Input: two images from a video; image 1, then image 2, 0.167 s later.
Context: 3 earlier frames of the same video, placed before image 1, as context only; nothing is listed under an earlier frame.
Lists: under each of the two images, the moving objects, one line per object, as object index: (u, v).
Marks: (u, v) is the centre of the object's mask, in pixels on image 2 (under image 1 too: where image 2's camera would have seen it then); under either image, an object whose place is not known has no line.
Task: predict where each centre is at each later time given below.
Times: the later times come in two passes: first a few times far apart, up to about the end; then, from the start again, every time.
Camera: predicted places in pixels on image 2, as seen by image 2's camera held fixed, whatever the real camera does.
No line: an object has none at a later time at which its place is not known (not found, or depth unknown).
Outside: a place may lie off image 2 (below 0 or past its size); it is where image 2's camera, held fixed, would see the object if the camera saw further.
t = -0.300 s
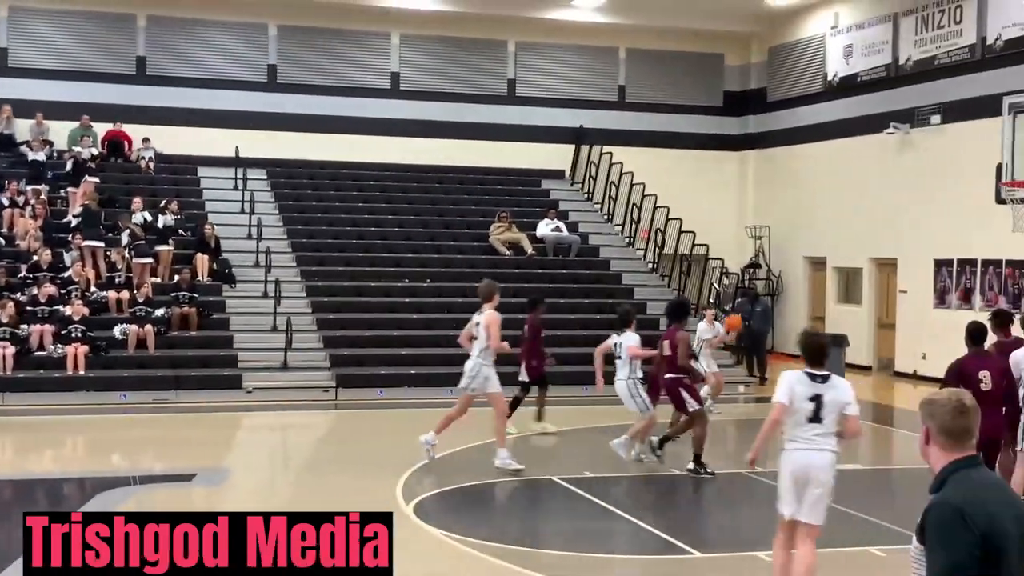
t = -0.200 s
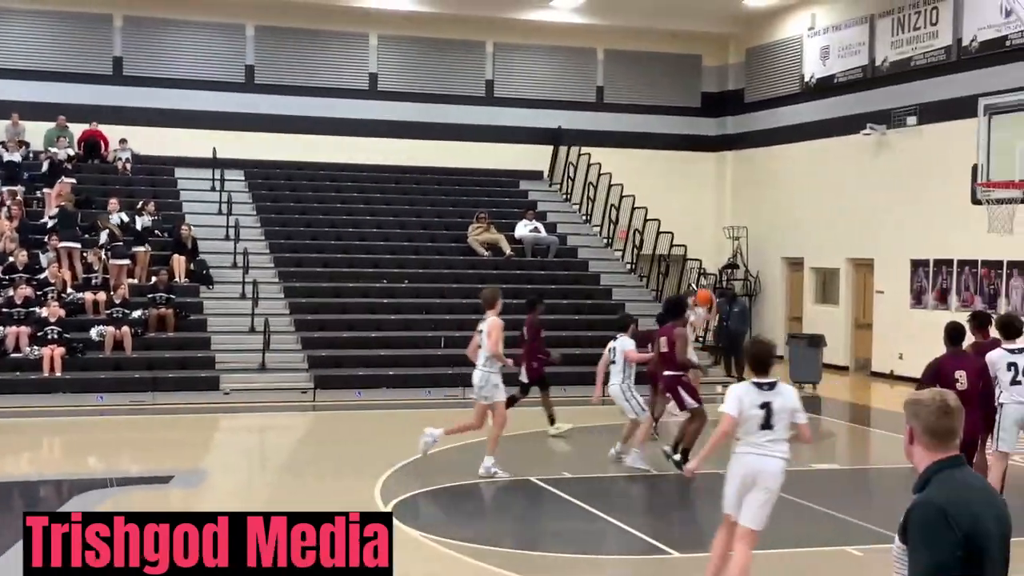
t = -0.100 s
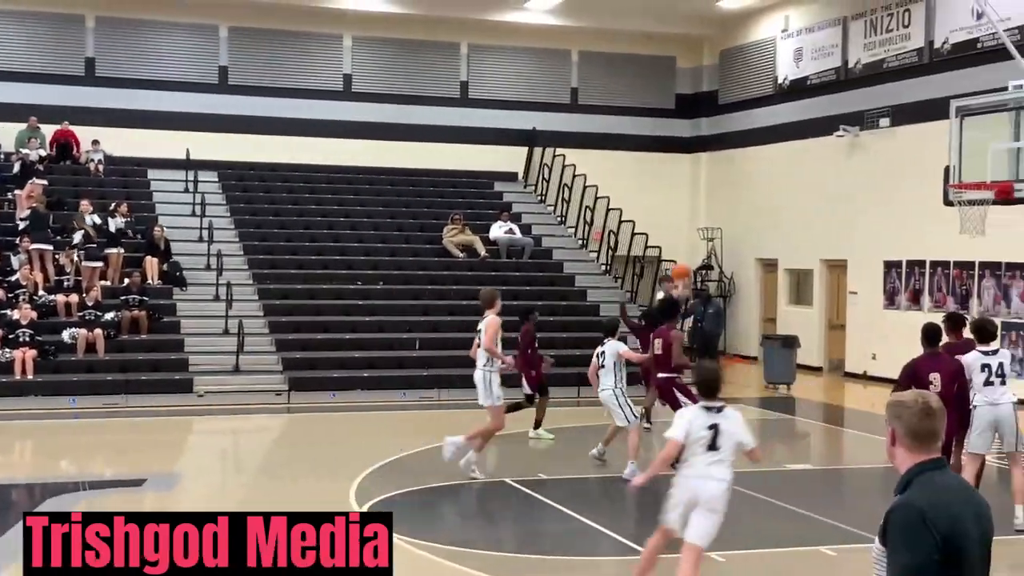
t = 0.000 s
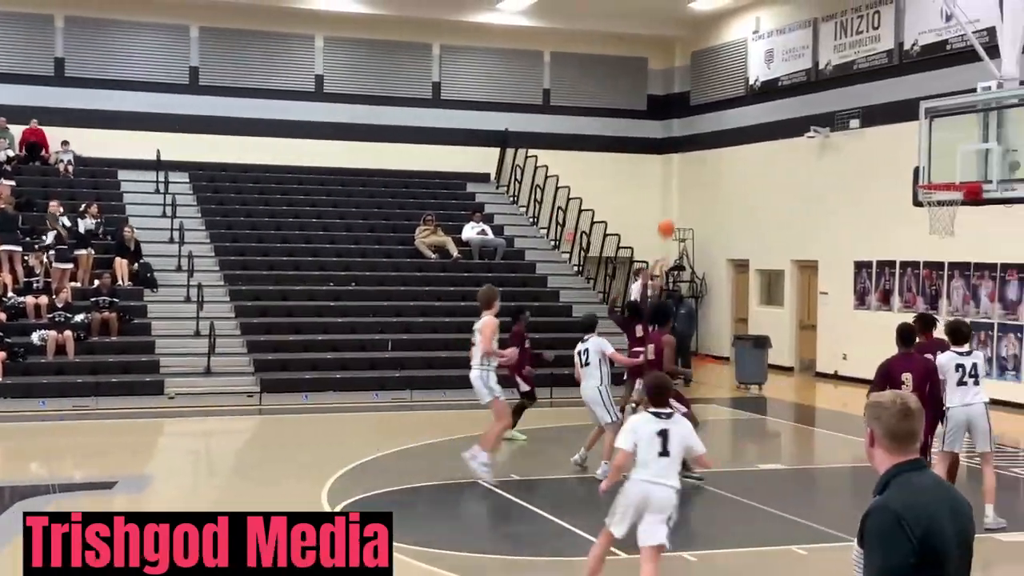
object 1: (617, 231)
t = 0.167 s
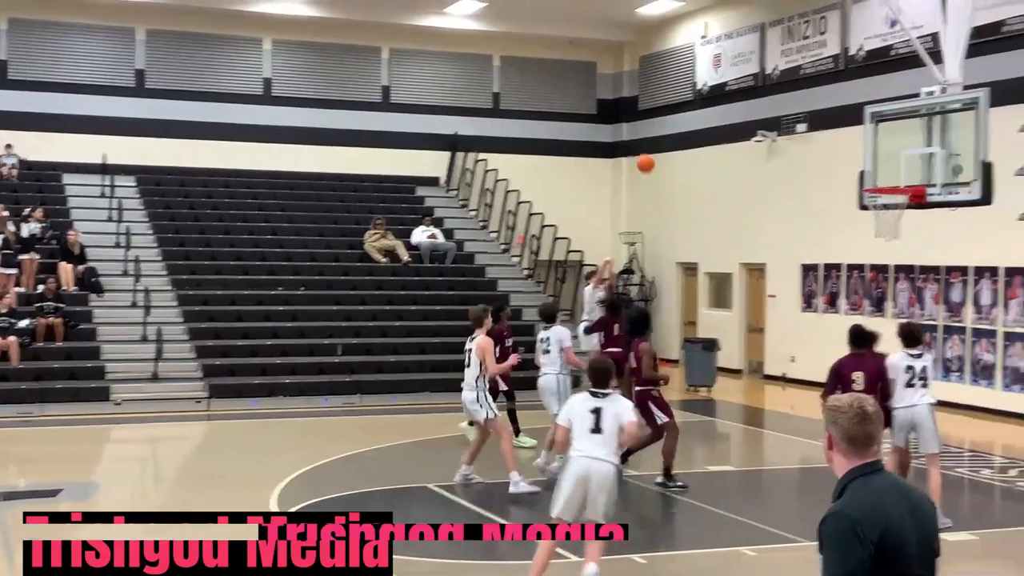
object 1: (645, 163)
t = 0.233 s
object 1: (658, 141)
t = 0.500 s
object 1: (711, 75)
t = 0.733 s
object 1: (762, 59)
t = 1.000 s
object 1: (828, 99)
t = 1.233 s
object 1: (888, 172)
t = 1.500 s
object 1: (929, 141)
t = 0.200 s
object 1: (651, 151)
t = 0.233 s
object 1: (658, 141)
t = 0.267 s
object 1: (664, 130)
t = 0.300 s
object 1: (671, 119)
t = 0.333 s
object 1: (677, 110)
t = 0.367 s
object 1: (685, 102)
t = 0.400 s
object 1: (693, 93)
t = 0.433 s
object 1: (697, 88)
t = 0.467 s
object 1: (704, 80)
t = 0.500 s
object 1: (711, 75)
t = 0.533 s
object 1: (718, 70)
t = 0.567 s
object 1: (726, 66)
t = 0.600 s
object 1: (733, 63)
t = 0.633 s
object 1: (740, 61)
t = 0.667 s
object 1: (747, 59)
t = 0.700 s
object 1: (756, 58)
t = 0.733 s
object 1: (762, 59)
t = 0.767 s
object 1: (770, 60)
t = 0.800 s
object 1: (778, 63)
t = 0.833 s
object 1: (787, 67)
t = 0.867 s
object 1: (794, 71)
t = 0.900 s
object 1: (802, 76)
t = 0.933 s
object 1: (810, 82)
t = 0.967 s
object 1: (819, 90)
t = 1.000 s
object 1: (828, 99)
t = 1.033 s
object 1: (837, 109)
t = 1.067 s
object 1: (846, 120)
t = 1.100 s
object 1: (854, 132)
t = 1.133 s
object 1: (864, 148)
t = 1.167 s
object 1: (873, 162)
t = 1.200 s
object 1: (883, 178)
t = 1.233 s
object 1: (888, 172)
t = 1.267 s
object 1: (893, 165)
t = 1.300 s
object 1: (898, 158)
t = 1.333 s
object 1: (903, 152)
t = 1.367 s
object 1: (909, 148)
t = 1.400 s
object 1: (914, 145)
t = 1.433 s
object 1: (919, 142)
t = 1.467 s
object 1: (924, 141)
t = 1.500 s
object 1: (929, 141)
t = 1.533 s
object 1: (934, 142)
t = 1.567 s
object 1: (939, 144)
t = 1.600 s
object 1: (945, 148)
